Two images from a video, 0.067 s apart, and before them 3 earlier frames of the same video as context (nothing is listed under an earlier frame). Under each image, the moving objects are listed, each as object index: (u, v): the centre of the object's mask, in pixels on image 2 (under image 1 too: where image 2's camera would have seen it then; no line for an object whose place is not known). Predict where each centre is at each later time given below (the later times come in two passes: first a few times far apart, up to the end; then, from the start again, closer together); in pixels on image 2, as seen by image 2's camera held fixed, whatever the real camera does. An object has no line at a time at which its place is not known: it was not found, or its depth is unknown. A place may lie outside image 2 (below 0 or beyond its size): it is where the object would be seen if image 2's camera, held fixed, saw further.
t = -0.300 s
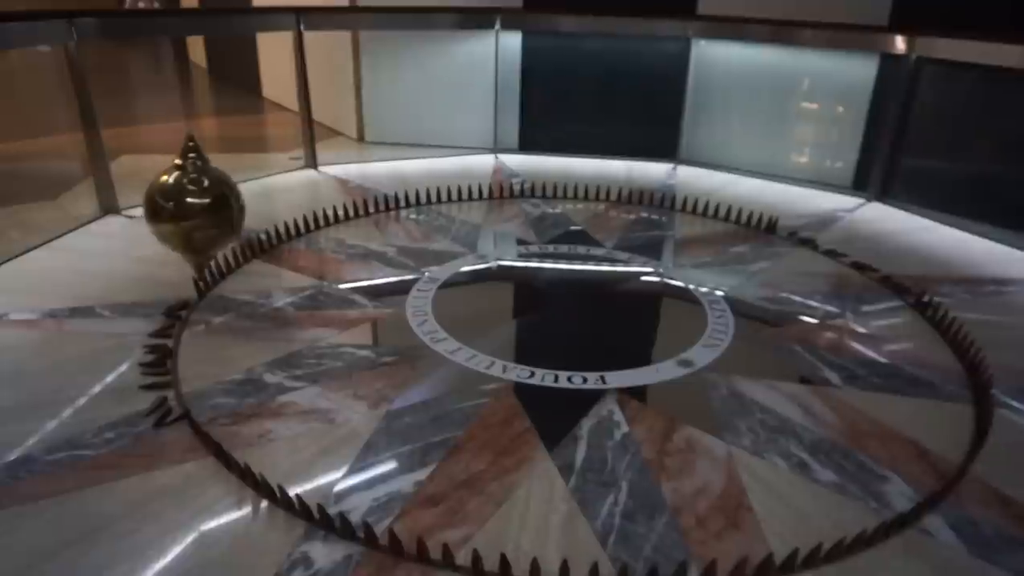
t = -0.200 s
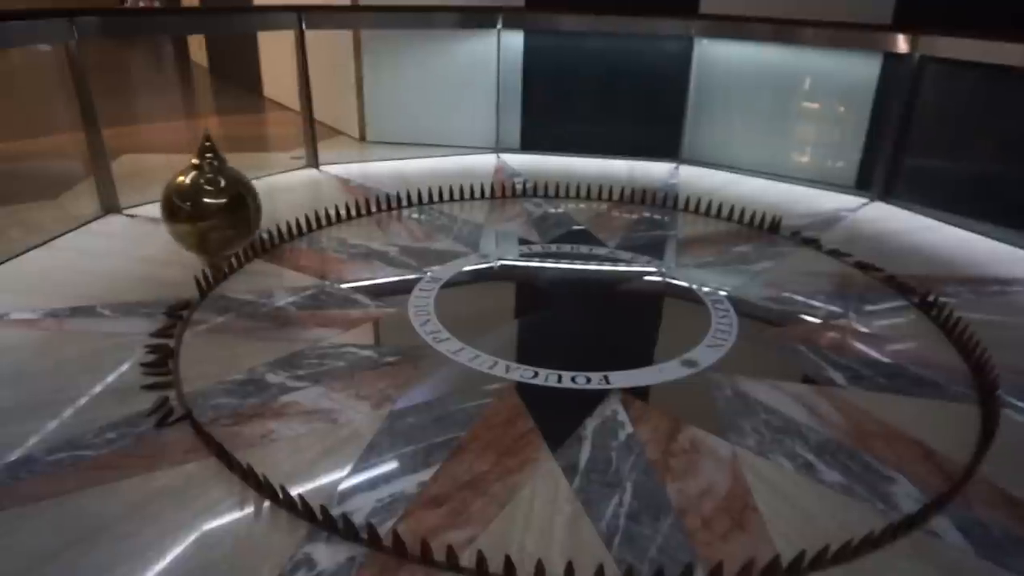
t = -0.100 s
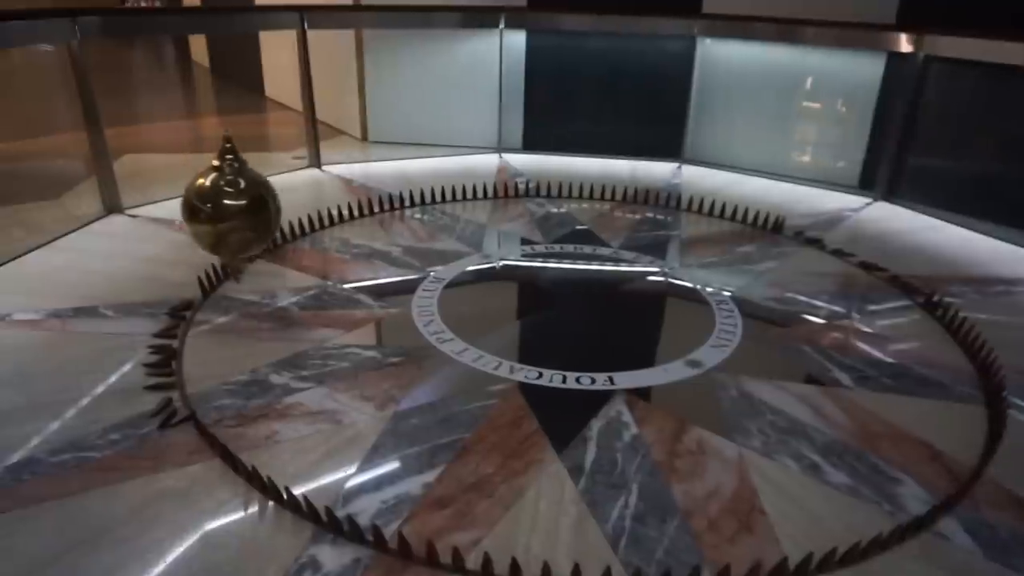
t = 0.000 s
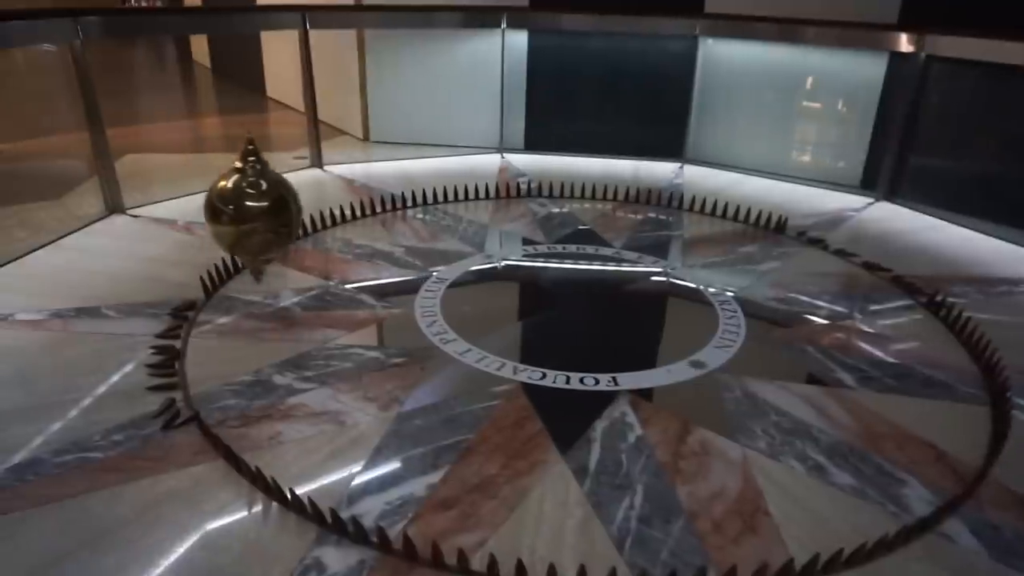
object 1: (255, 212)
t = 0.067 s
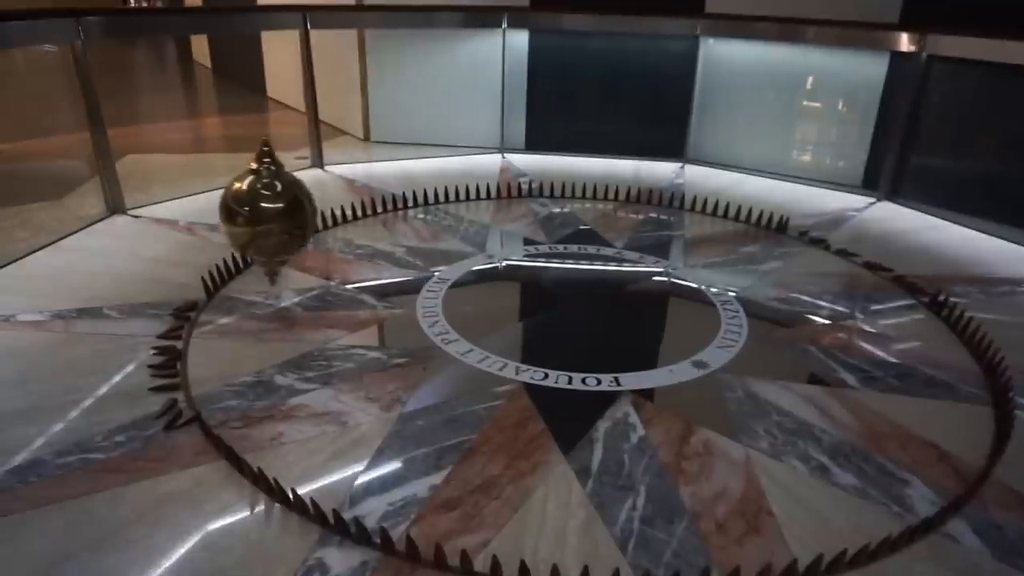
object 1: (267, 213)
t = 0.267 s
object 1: (311, 216)
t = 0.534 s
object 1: (380, 219)
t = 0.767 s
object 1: (443, 222)
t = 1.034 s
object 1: (523, 224)
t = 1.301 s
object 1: (603, 225)
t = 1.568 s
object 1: (681, 224)
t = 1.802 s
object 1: (744, 223)
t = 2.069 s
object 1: (811, 221)
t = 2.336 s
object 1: (869, 220)
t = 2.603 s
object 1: (916, 217)
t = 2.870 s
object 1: (952, 215)
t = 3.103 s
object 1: (974, 215)
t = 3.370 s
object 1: (985, 213)
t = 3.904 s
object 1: (961, 214)
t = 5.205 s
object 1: (703, 226)
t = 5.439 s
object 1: (636, 226)
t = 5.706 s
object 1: (556, 226)
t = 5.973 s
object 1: (477, 224)
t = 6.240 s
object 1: (401, 220)
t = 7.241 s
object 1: (191, 207)
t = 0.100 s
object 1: (275, 214)
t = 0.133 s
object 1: (281, 213)
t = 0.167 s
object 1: (288, 214)
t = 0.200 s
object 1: (295, 215)
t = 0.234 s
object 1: (304, 215)
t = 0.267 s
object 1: (311, 216)
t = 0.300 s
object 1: (318, 216)
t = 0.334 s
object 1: (327, 216)
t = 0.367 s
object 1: (336, 216)
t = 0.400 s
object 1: (344, 217)
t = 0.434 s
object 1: (353, 217)
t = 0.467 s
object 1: (362, 218)
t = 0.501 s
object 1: (371, 218)
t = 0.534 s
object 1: (380, 219)
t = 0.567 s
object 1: (389, 219)
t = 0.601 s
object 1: (398, 219)
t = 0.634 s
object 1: (407, 219)
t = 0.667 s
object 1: (416, 220)
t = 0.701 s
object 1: (424, 221)
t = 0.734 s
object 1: (433, 221)
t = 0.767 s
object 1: (443, 222)
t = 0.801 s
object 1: (453, 222)
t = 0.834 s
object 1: (463, 223)
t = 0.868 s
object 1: (473, 223)
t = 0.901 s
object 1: (483, 224)
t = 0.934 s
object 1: (493, 223)
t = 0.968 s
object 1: (503, 224)
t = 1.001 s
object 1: (512, 224)
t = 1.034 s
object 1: (523, 224)
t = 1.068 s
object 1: (532, 225)
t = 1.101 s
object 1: (543, 225)
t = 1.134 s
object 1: (552, 225)
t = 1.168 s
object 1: (563, 226)
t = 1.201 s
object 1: (573, 225)
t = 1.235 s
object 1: (583, 225)
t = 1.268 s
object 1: (592, 225)
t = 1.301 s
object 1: (603, 225)
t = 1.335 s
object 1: (613, 225)
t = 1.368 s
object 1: (622, 225)
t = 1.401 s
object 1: (632, 226)
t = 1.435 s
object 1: (642, 225)
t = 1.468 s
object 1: (652, 225)
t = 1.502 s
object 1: (662, 225)
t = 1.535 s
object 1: (672, 225)
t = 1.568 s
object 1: (681, 224)
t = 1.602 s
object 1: (691, 224)
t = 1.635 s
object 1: (700, 225)
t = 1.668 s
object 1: (709, 225)
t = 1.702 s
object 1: (718, 224)
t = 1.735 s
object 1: (726, 224)
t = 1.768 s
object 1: (736, 223)
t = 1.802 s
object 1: (744, 223)
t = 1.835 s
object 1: (753, 223)
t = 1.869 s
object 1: (762, 223)
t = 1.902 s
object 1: (770, 222)
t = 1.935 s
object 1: (779, 222)
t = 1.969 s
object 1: (787, 222)
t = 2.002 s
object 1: (795, 222)
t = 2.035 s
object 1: (804, 221)
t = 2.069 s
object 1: (811, 221)
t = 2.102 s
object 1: (820, 220)
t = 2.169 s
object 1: (834, 220)
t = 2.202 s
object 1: (842, 220)
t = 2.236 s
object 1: (848, 221)
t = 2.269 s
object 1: (855, 222)
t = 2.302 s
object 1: (862, 221)
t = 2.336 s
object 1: (869, 220)
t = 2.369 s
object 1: (875, 221)
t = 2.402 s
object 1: (881, 221)
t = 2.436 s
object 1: (887, 220)
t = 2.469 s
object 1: (894, 219)
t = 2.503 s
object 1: (900, 218)
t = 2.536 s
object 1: (905, 218)
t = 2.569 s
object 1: (911, 217)
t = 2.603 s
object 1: (916, 217)
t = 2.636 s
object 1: (921, 217)
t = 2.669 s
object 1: (926, 217)
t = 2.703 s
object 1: (931, 217)
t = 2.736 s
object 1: (936, 216)
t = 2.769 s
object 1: (940, 216)
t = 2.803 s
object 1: (945, 216)
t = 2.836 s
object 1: (949, 215)
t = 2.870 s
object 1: (952, 215)
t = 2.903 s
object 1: (956, 215)
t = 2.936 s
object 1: (959, 215)
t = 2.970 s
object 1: (963, 215)
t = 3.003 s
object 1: (966, 214)
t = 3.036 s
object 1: (969, 214)
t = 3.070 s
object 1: (972, 214)
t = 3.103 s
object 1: (974, 215)
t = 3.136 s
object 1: (976, 215)
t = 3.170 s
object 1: (978, 214)
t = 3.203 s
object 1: (980, 213)
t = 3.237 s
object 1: (982, 213)
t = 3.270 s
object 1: (983, 213)
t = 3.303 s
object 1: (984, 213)
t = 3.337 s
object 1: (984, 214)
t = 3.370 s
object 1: (985, 213)
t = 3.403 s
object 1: (985, 214)
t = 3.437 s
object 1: (985, 213)
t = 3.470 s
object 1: (986, 213)
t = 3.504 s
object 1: (985, 214)
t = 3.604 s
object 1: (983, 214)
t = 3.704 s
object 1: (979, 214)
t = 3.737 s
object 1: (974, 214)
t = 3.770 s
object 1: (972, 214)
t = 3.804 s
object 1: (970, 214)
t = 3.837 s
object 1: (967, 214)
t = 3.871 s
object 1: (964, 214)
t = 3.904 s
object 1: (961, 214)
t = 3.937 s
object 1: (957, 215)
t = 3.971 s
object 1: (954, 215)
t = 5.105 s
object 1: (730, 224)
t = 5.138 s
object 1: (722, 225)
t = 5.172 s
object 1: (712, 225)
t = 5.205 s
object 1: (703, 226)
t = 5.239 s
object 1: (694, 225)
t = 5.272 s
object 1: (685, 225)
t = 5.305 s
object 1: (675, 225)
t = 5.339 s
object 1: (665, 225)
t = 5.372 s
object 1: (656, 225)
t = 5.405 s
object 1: (646, 225)
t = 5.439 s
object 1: (636, 226)
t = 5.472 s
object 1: (626, 226)
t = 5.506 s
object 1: (616, 226)
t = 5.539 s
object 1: (606, 225)
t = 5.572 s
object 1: (596, 225)
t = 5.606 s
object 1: (587, 225)
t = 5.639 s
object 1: (576, 226)
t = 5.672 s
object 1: (566, 226)
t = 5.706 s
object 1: (556, 226)
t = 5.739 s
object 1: (546, 226)
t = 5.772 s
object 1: (536, 226)
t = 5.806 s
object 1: (526, 224)
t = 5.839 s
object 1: (516, 225)
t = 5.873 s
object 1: (506, 224)
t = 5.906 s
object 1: (496, 224)
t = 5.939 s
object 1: (487, 224)
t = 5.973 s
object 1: (477, 224)
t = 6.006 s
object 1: (467, 223)
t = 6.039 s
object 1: (457, 222)
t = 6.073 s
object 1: (448, 222)
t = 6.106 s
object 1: (440, 222)
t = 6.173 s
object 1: (419, 220)
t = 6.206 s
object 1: (410, 220)
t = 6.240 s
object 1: (401, 220)
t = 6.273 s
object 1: (391, 219)
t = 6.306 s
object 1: (382, 220)
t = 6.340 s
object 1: (374, 218)
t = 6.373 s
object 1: (365, 219)
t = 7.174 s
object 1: (198, 207)
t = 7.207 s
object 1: (194, 206)
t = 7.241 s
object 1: (191, 207)
